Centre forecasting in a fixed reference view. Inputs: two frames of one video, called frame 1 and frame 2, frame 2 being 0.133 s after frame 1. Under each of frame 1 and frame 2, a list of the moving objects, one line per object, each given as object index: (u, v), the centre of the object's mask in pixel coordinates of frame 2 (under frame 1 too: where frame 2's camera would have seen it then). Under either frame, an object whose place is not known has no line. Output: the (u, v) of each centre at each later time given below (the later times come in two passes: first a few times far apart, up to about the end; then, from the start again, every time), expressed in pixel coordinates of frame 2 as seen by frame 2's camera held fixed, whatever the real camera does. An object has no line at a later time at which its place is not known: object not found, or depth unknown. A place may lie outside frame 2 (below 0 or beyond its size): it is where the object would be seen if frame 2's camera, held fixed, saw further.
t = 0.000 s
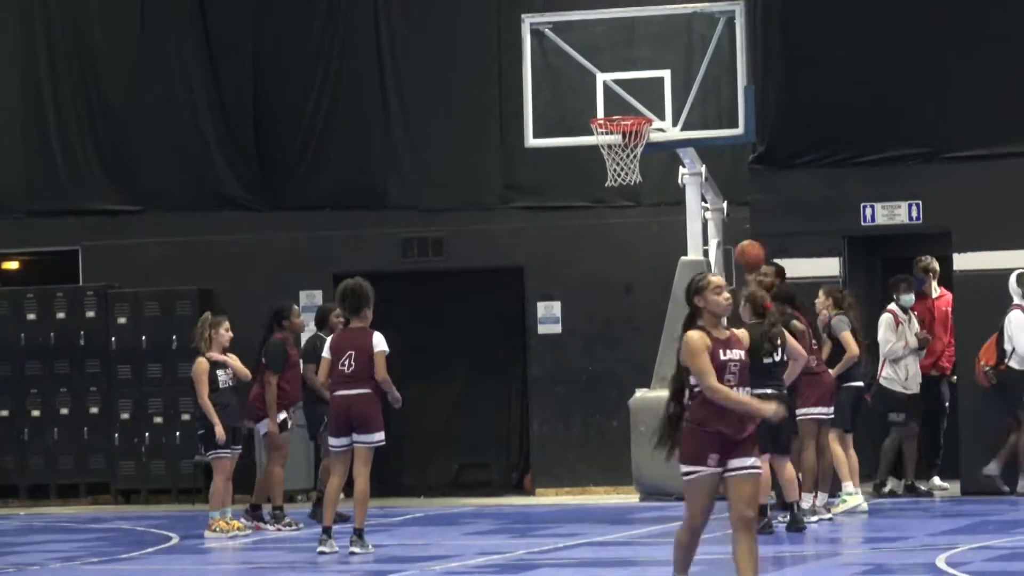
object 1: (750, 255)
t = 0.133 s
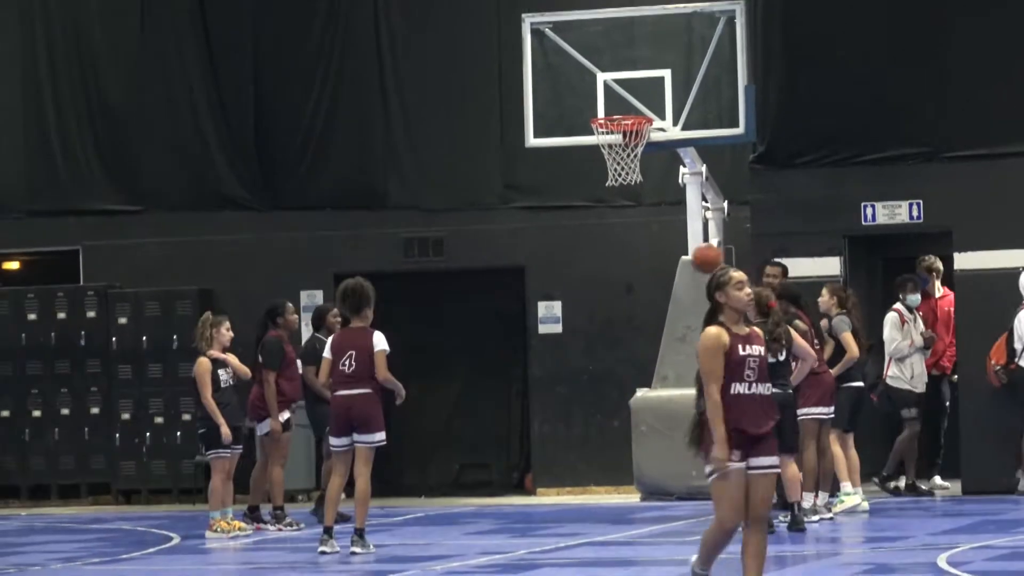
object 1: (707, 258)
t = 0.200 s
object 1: (681, 268)
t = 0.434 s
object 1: (590, 355)
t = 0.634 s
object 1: (510, 491)
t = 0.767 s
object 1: (474, 468)
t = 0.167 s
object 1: (694, 263)
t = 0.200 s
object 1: (681, 268)
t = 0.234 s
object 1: (668, 274)
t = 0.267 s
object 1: (656, 282)
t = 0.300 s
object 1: (643, 293)
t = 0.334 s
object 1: (630, 306)
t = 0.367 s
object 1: (617, 321)
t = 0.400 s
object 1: (603, 337)
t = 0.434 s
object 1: (590, 355)
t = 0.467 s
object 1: (576, 373)
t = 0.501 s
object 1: (563, 393)
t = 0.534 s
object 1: (549, 415)
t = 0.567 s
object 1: (536, 440)
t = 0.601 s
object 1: (522, 465)
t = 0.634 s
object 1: (510, 491)
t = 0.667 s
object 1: (496, 522)
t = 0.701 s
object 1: (488, 505)
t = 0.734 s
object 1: (481, 485)
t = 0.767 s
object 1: (474, 468)
